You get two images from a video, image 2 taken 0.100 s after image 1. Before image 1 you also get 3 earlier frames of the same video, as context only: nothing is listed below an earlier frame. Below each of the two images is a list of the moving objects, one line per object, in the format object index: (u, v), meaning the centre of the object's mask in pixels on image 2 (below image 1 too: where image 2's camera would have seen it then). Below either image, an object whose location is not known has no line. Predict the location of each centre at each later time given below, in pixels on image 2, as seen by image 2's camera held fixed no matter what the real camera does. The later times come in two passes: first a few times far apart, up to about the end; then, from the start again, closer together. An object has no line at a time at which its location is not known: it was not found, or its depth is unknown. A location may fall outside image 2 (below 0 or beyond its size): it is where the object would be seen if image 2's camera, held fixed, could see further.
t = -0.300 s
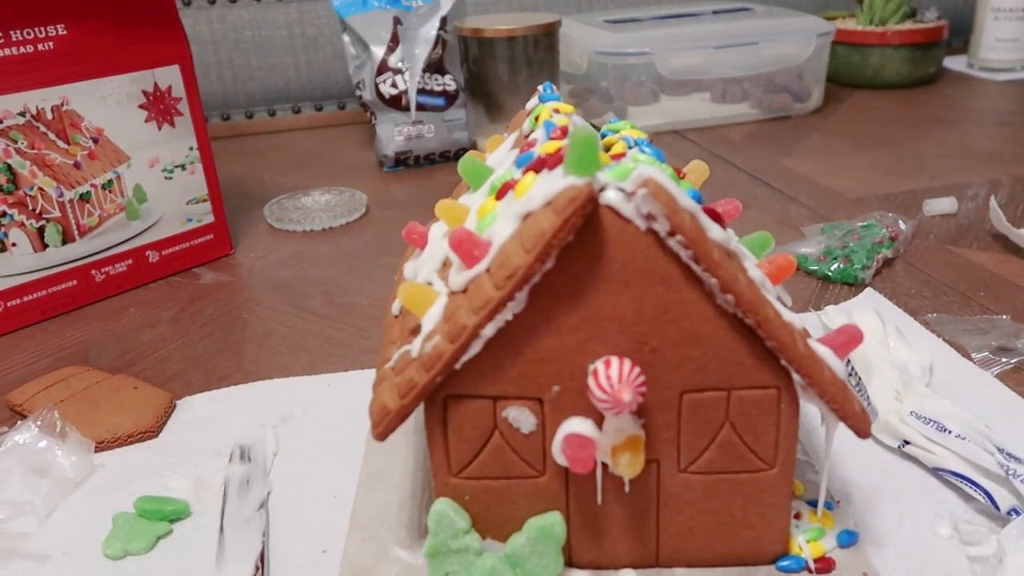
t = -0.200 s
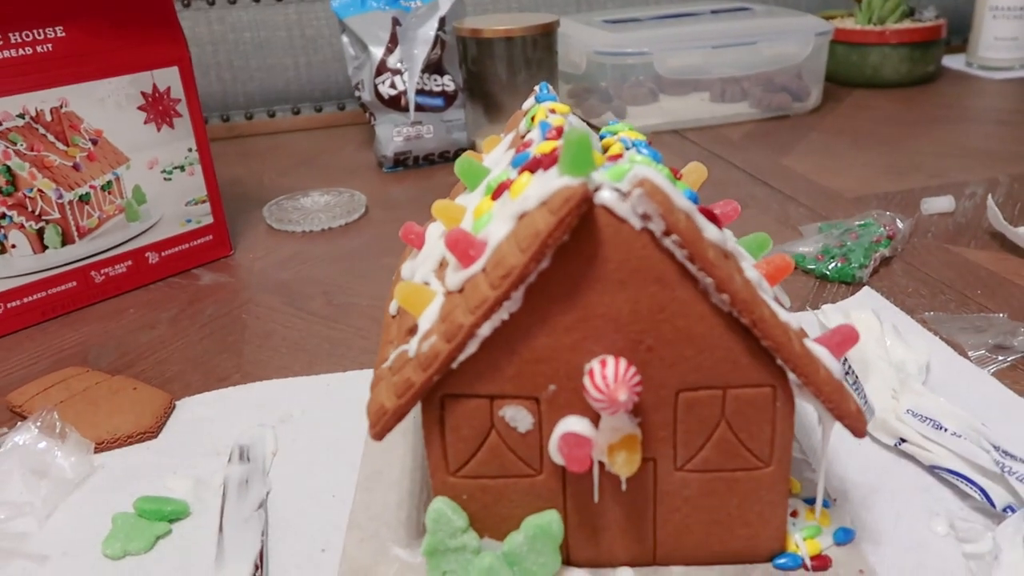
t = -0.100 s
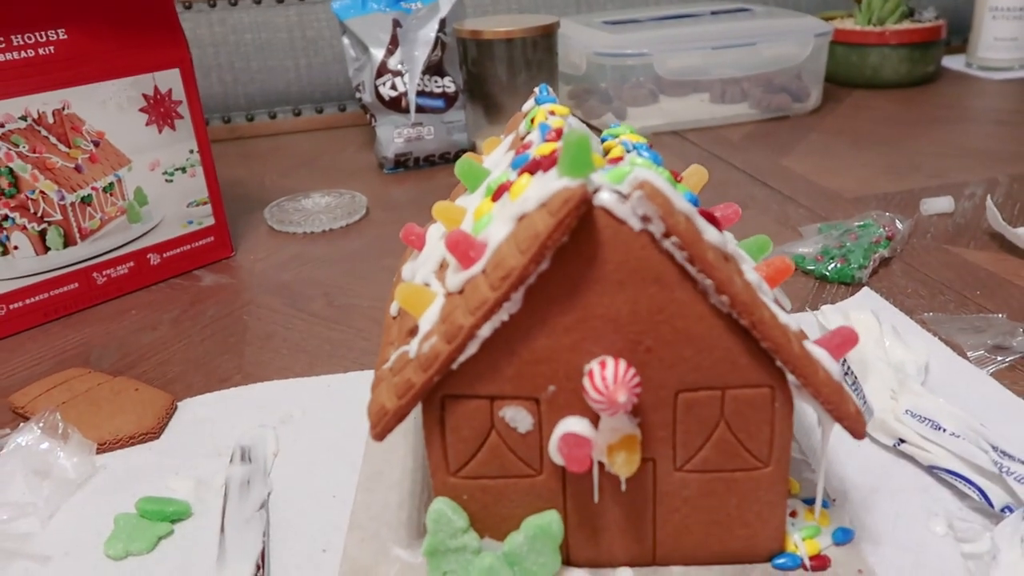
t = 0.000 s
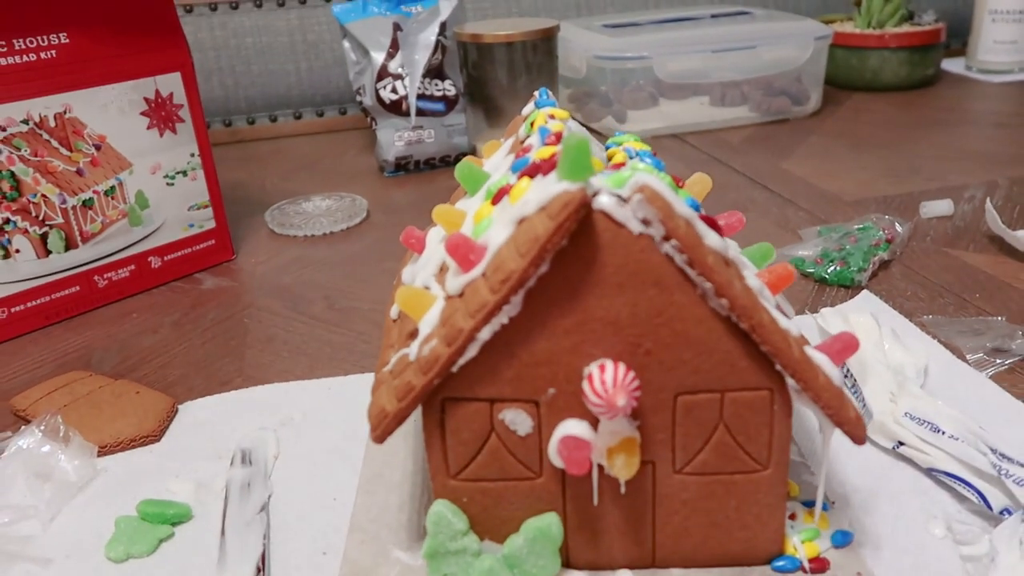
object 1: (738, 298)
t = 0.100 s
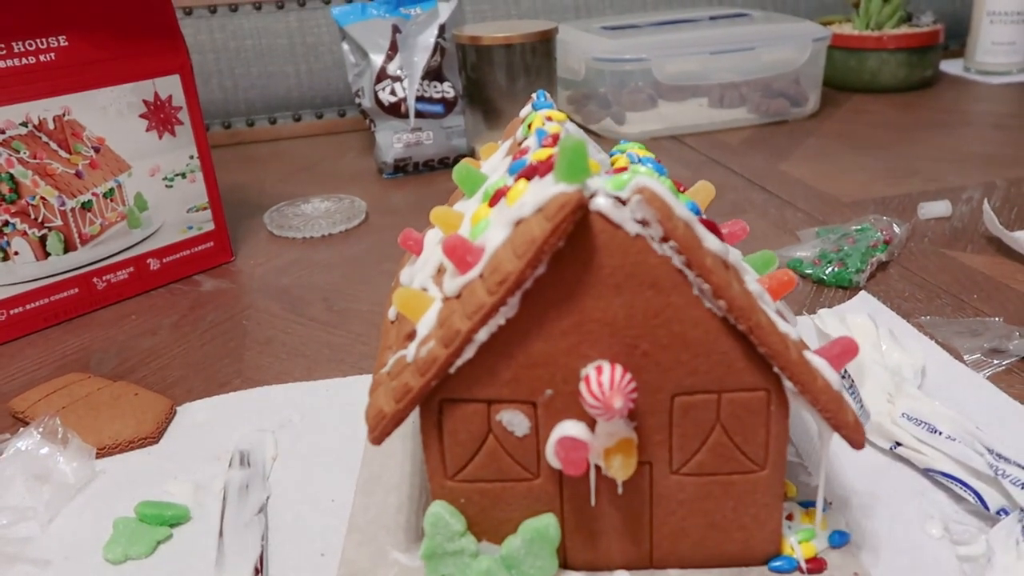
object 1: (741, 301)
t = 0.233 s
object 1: (745, 304)
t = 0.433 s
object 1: (754, 307)
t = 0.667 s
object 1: (758, 313)
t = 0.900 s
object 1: (762, 317)
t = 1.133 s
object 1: (764, 320)
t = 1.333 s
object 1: (764, 321)
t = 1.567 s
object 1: (767, 325)
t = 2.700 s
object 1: (786, 349)
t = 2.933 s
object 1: (792, 357)
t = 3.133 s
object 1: (798, 367)
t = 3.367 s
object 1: (805, 377)
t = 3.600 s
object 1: (819, 398)
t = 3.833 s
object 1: (839, 426)
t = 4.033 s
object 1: (843, 438)
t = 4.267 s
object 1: (850, 448)
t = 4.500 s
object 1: (853, 454)
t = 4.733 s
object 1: (856, 457)
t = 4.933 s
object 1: (852, 451)
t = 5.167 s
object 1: (855, 456)
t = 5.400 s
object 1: (850, 449)
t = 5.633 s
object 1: (854, 454)
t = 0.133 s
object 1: (742, 302)
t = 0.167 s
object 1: (744, 303)
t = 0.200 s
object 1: (744, 303)
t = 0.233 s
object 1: (745, 304)
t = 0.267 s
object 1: (747, 305)
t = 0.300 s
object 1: (748, 306)
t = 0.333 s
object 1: (750, 307)
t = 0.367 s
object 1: (751, 306)
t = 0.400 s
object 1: (752, 304)
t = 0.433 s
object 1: (754, 307)
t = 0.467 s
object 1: (754, 307)
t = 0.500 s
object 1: (755, 308)
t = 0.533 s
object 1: (755, 308)
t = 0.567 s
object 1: (755, 309)
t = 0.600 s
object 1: (757, 311)
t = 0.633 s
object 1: (758, 312)
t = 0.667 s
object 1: (758, 313)
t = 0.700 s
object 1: (760, 314)
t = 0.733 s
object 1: (759, 314)
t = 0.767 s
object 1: (760, 315)
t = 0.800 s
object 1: (762, 316)
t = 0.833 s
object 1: (761, 316)
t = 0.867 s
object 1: (761, 316)
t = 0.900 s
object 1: (762, 317)
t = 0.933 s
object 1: (762, 318)
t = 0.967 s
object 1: (763, 319)
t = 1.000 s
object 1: (763, 320)
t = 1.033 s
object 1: (763, 320)
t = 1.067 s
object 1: (763, 320)
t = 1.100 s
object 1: (764, 320)
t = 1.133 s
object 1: (764, 320)
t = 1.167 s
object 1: (764, 320)
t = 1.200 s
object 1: (764, 321)
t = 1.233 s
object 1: (764, 320)
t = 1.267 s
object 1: (764, 320)
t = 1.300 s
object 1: (764, 321)
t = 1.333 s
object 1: (764, 321)
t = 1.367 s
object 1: (765, 322)
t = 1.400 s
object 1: (765, 323)
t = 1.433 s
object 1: (765, 323)
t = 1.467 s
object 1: (766, 324)
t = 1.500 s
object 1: (766, 324)
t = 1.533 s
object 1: (766, 324)
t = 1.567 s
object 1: (767, 325)
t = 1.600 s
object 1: (767, 325)
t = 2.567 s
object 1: (784, 347)
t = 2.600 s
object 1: (785, 348)
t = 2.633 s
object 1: (786, 349)
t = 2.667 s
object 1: (785, 348)
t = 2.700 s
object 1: (786, 349)
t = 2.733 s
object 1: (786, 349)
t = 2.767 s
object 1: (786, 350)
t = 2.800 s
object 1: (787, 351)
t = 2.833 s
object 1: (788, 353)
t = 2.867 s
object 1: (789, 354)
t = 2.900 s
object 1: (791, 356)
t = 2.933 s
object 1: (792, 357)
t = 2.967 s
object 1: (792, 359)
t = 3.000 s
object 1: (793, 361)
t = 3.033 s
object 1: (795, 363)
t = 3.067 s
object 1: (796, 364)
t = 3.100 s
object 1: (797, 366)
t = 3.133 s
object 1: (798, 367)
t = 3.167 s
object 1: (799, 369)
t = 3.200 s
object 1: (800, 370)
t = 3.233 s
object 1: (801, 371)
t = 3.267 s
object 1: (802, 374)
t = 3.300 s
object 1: (804, 375)
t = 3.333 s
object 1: (804, 376)
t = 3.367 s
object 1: (805, 377)
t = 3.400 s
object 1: (806, 379)
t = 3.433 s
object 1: (808, 382)
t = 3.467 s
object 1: (810, 385)
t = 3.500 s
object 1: (812, 389)
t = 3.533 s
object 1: (814, 391)
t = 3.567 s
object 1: (817, 395)
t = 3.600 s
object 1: (819, 398)
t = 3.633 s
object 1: (821, 402)
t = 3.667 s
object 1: (824, 406)
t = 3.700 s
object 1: (826, 409)
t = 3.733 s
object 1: (829, 414)
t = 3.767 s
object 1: (831, 418)
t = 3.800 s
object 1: (833, 421)
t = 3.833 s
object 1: (839, 426)
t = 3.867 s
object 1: (842, 431)
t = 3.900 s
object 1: (843, 433)
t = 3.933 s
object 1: (839, 433)
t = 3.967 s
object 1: (841, 435)
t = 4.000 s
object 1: (842, 436)
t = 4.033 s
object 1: (843, 438)
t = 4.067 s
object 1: (843, 439)
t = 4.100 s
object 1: (845, 442)
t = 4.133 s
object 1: (847, 443)
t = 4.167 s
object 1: (847, 444)
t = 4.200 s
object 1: (848, 446)
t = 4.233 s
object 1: (849, 446)
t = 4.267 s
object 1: (850, 448)
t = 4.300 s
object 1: (851, 450)
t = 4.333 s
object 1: (851, 451)
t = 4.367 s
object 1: (852, 453)
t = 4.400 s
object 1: (853, 453)
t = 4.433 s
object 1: (853, 453)
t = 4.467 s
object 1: (853, 453)
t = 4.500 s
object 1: (853, 454)
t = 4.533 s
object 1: (854, 454)
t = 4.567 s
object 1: (853, 453)
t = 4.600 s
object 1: (853, 453)
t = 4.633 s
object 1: (853, 452)
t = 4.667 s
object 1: (853, 452)
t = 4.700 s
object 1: (852, 451)
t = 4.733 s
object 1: (856, 457)
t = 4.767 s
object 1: (856, 458)
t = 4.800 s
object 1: (856, 458)
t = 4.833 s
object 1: (857, 459)
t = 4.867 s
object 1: (857, 459)
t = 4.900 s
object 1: (853, 452)
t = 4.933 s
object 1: (852, 451)
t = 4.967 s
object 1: (852, 451)
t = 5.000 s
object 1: (852, 451)
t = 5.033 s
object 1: (852, 451)
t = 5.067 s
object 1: (853, 452)
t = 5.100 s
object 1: (857, 458)
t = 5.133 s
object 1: (855, 457)
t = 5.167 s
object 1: (855, 456)
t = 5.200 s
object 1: (855, 456)
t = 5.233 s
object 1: (854, 455)
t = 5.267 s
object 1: (851, 450)
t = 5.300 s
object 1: (851, 451)
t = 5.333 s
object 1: (851, 450)
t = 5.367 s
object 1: (851, 450)
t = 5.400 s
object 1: (850, 449)
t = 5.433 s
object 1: (850, 449)
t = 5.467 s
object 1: (850, 449)
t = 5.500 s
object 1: (854, 454)
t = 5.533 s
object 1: (850, 449)
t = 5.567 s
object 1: (850, 448)
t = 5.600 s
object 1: (850, 448)
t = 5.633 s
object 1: (854, 454)
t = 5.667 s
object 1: (854, 454)
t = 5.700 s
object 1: (850, 449)
